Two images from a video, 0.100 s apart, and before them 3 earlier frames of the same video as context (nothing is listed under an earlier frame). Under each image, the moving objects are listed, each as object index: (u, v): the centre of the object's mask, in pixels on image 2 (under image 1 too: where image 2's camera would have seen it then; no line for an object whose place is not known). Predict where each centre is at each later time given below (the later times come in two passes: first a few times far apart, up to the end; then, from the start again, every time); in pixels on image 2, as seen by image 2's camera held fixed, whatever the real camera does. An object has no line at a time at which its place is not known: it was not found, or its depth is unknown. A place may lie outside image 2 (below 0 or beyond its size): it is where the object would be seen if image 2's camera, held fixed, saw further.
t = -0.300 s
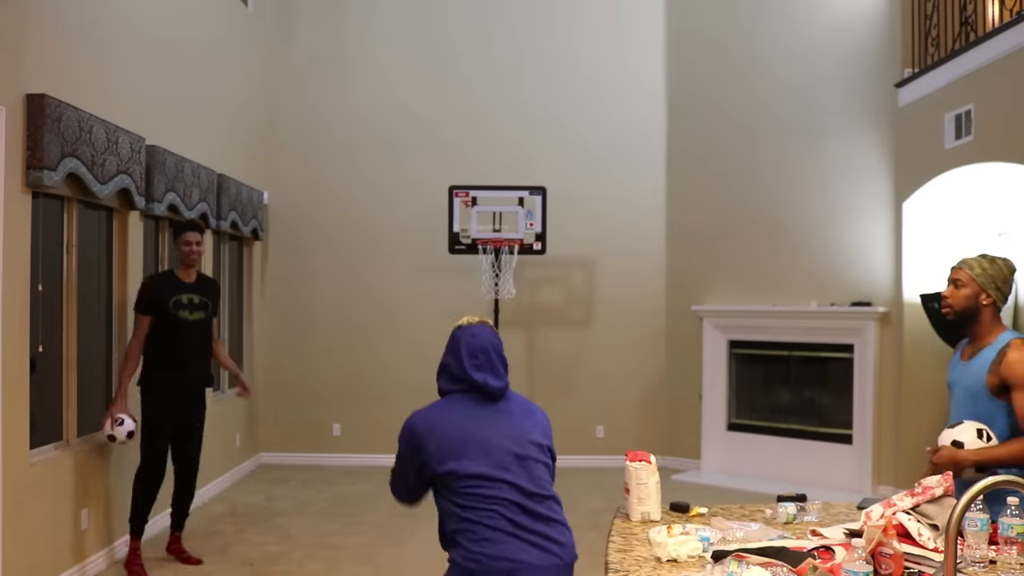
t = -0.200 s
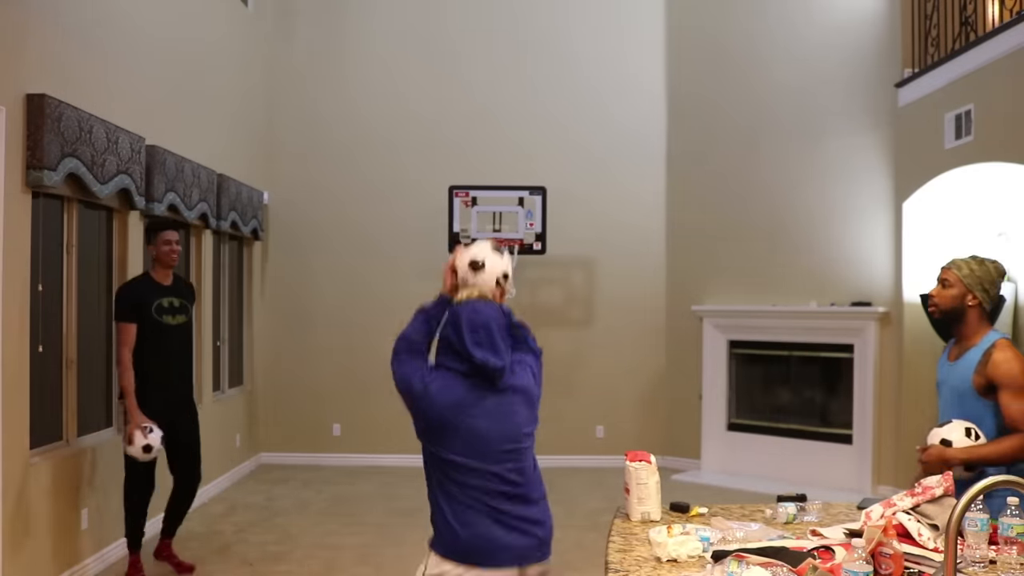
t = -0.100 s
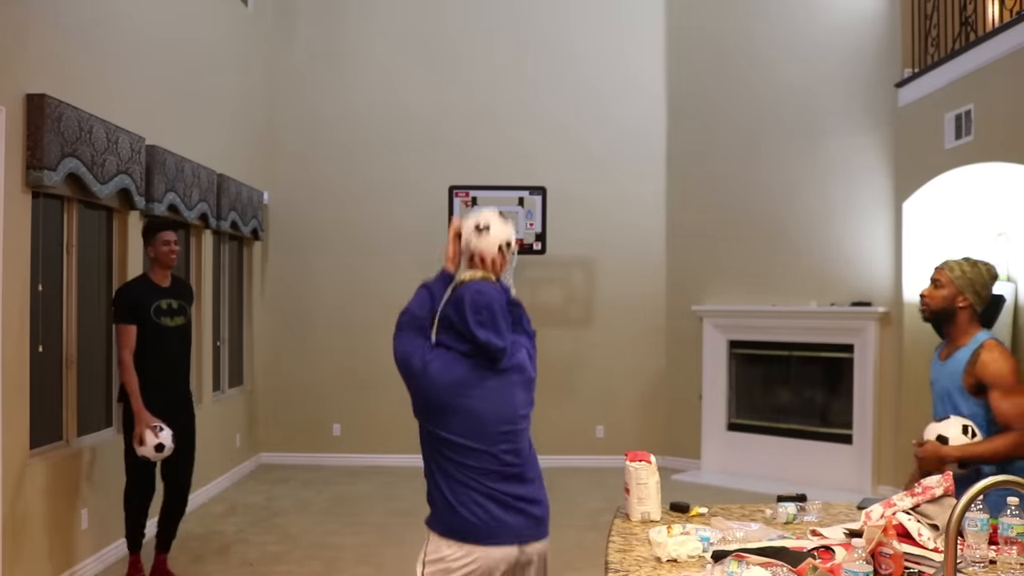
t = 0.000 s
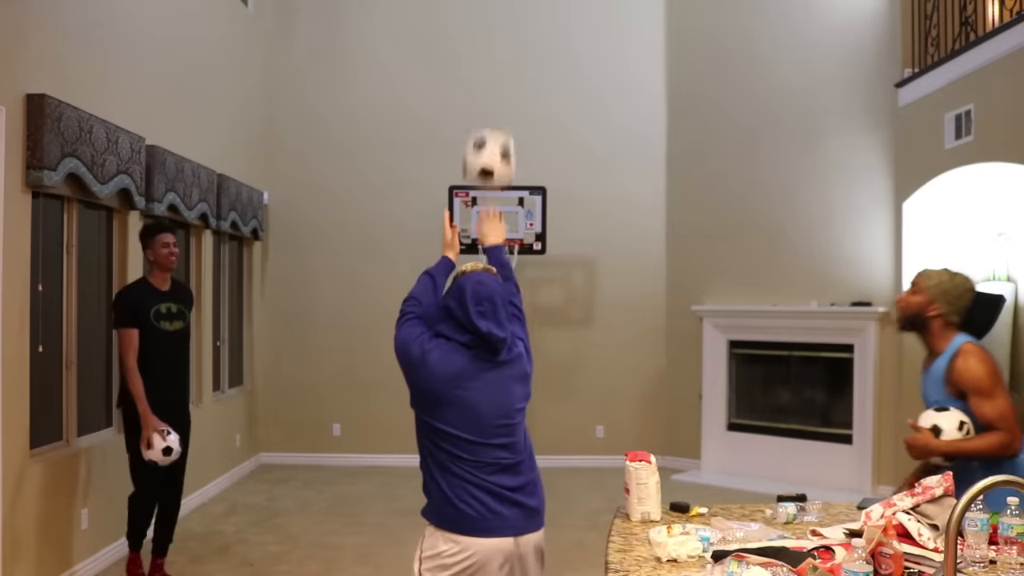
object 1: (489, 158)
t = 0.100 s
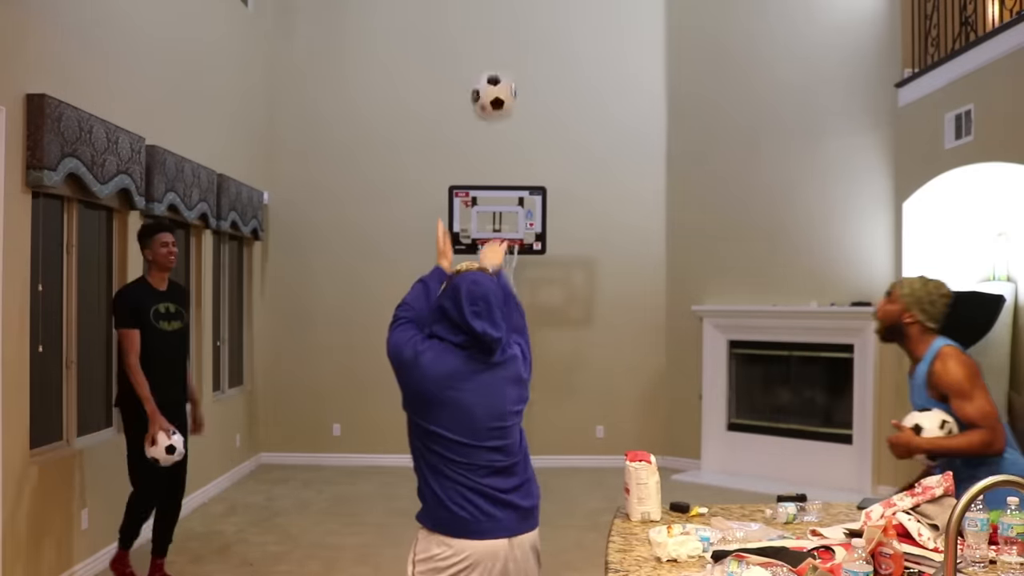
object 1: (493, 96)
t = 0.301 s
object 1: (497, 54)
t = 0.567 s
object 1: (502, 105)
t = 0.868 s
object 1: (506, 234)
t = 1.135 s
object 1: (470, 360)
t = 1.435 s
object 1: (438, 428)
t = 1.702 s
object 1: (413, 377)
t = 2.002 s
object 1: (386, 412)
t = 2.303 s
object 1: (357, 460)
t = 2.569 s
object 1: (334, 449)
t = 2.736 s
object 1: (318, 487)
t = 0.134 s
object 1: (494, 81)
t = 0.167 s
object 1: (495, 71)
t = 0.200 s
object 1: (496, 63)
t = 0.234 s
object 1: (495, 57)
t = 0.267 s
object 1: (496, 55)
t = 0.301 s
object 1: (497, 54)
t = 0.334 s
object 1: (498, 55)
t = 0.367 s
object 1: (499, 59)
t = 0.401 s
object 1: (499, 63)
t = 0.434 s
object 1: (500, 68)
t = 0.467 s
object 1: (501, 76)
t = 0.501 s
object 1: (501, 84)
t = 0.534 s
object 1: (501, 93)
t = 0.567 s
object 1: (502, 105)
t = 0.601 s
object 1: (503, 116)
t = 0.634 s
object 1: (503, 129)
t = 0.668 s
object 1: (503, 142)
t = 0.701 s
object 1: (504, 156)
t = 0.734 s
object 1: (504, 170)
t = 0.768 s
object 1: (506, 185)
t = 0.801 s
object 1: (505, 199)
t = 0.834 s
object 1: (506, 218)
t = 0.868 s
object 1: (506, 234)
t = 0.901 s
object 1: (502, 256)
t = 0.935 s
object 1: (496, 266)
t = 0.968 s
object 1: (491, 280)
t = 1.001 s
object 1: (488, 294)
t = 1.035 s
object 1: (483, 310)
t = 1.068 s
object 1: (477, 324)
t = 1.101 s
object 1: (474, 342)
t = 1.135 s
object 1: (470, 360)
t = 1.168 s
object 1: (466, 380)
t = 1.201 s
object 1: (462, 398)
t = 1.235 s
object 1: (457, 418)
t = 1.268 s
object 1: (455, 441)
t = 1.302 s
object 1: (450, 468)
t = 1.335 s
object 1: (447, 469)
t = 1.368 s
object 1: (444, 454)
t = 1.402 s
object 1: (441, 441)
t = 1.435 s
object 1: (438, 428)
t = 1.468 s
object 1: (434, 418)
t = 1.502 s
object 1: (432, 410)
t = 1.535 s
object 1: (429, 401)
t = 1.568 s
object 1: (425, 393)
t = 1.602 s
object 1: (422, 387)
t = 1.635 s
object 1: (420, 383)
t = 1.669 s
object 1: (417, 380)
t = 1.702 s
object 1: (413, 377)
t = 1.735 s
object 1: (410, 376)
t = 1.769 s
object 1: (408, 376)
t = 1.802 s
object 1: (405, 377)
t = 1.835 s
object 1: (401, 380)
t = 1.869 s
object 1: (398, 384)
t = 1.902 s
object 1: (395, 389)
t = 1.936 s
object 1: (392, 395)
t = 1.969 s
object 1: (389, 403)
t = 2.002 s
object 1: (386, 412)
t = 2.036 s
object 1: (383, 422)
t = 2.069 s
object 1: (379, 434)
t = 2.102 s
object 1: (376, 447)
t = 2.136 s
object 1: (372, 463)
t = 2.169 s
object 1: (370, 480)
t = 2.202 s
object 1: (367, 485)
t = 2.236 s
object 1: (363, 475)
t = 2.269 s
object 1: (359, 467)
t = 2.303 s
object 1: (357, 460)
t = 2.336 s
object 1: (354, 454)
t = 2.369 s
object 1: (351, 450)
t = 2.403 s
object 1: (348, 447)
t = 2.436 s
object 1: (346, 445)
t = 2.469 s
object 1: (343, 444)
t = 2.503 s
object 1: (340, 445)
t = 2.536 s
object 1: (338, 447)
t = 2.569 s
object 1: (334, 449)
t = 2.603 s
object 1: (331, 454)
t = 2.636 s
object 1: (328, 460)
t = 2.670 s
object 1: (325, 467)
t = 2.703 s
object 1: (322, 475)
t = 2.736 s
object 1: (318, 487)
